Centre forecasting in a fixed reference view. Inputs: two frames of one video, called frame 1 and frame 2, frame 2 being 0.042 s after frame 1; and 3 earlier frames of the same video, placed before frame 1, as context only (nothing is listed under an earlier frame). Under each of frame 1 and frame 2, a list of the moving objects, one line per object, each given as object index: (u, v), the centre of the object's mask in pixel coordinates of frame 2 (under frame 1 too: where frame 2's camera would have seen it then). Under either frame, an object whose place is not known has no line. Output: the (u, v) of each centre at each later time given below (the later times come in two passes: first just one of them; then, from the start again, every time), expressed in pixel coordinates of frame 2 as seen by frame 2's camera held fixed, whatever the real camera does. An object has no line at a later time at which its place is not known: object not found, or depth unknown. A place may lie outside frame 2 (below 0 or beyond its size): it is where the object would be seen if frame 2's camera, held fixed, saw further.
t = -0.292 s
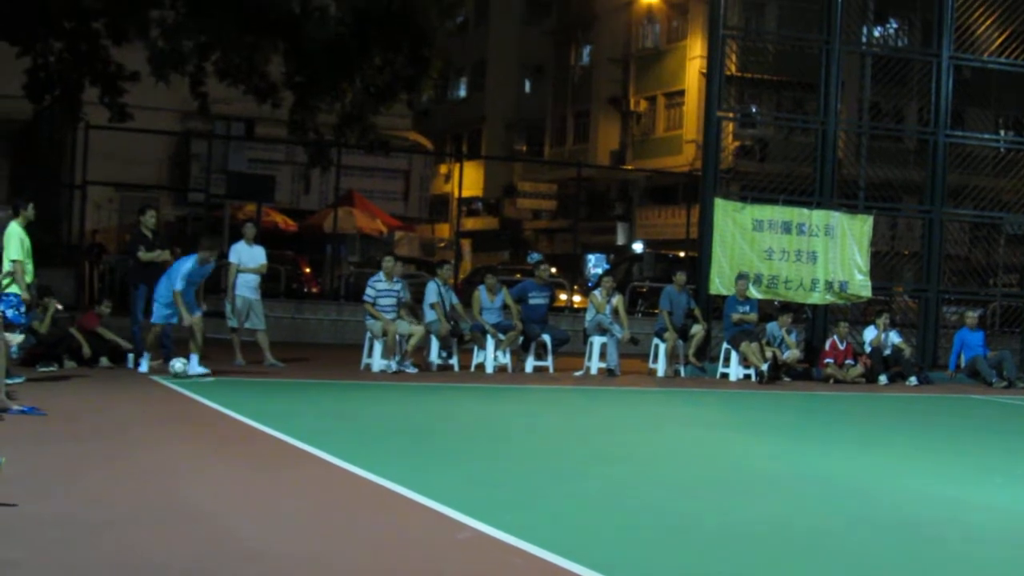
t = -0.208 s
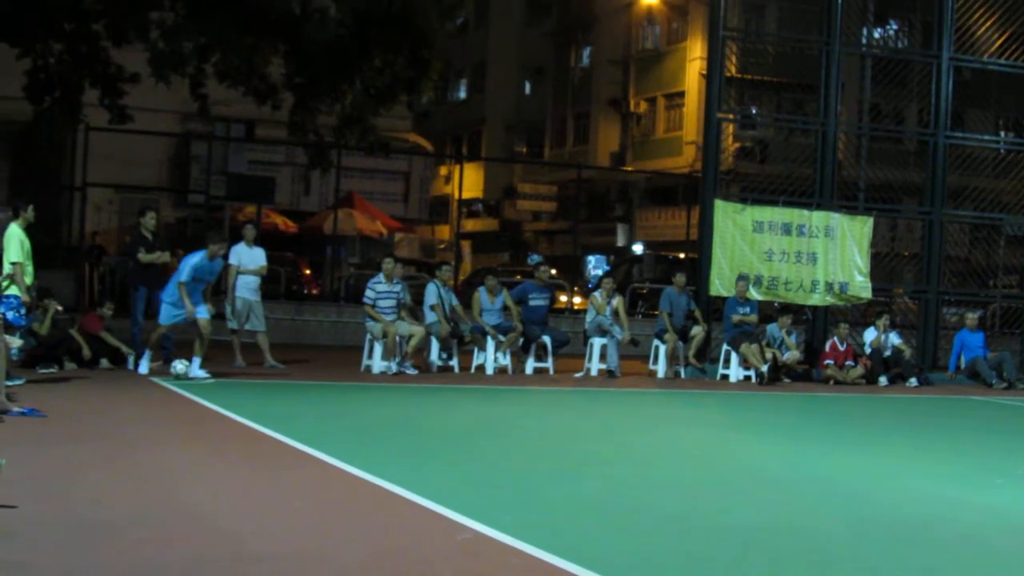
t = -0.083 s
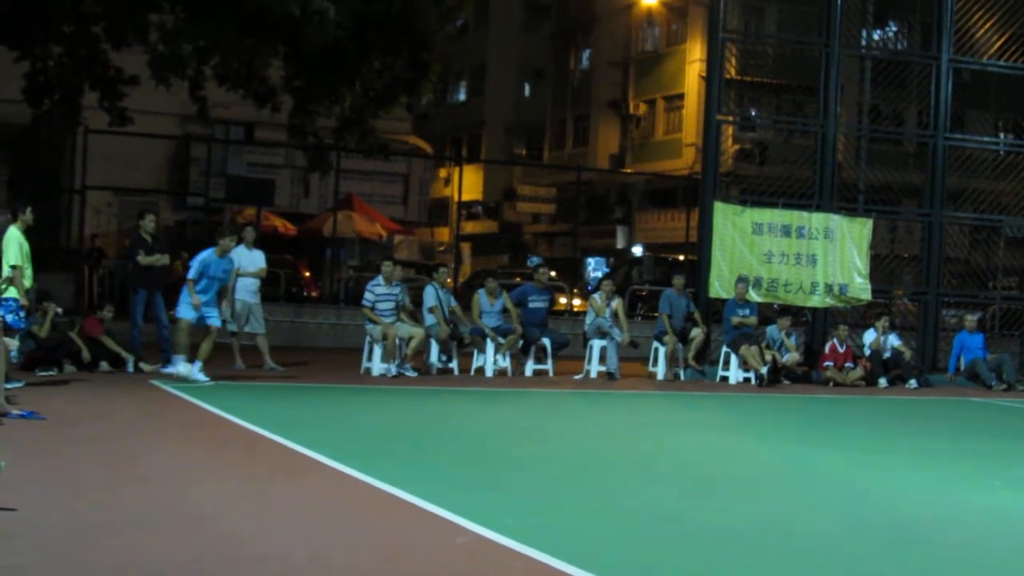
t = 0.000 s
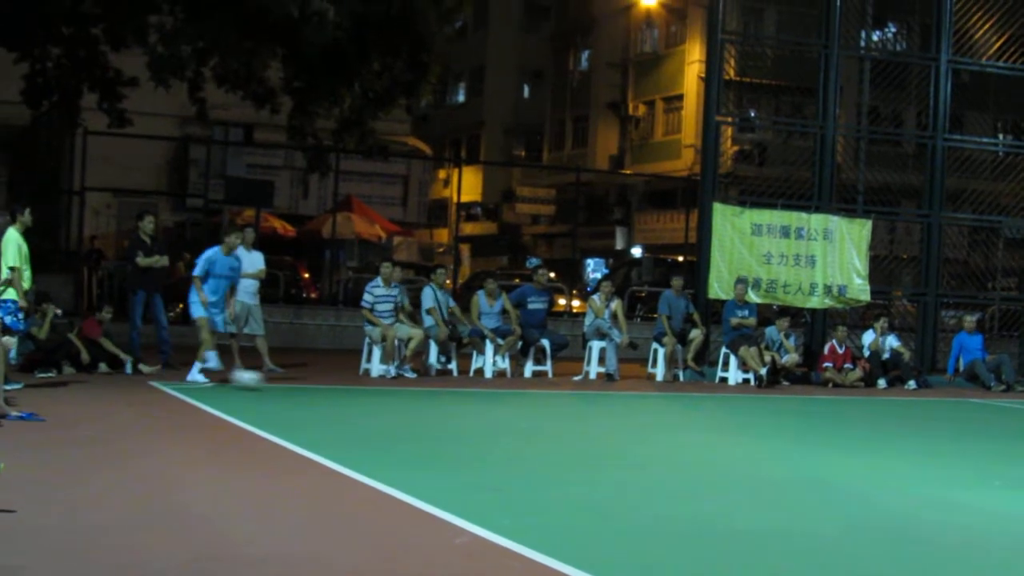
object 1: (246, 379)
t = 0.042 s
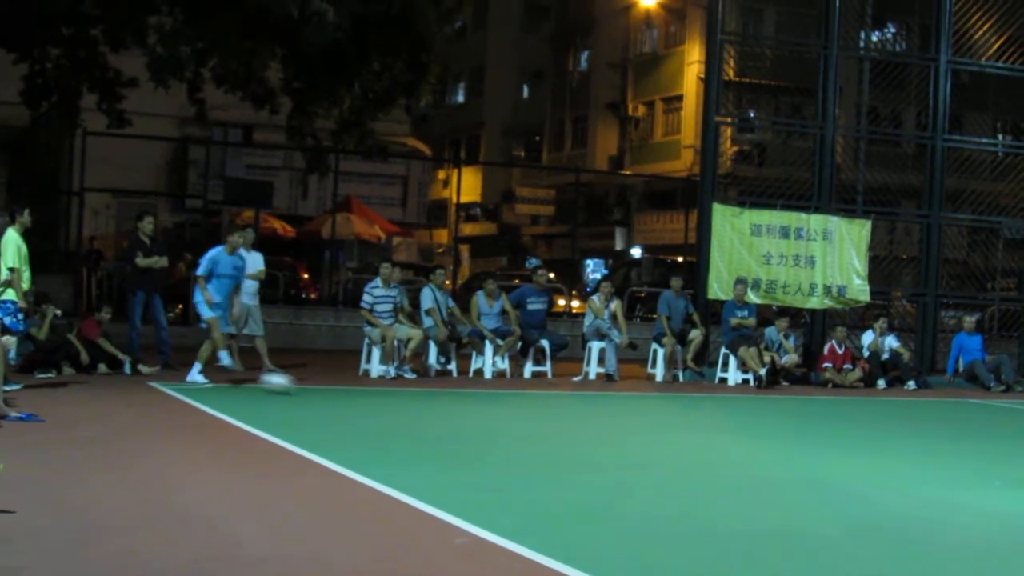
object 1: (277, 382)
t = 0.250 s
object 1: (427, 397)
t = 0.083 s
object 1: (308, 385)
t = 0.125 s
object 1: (339, 388)
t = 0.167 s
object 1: (369, 391)
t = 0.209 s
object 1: (398, 394)
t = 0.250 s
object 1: (427, 397)
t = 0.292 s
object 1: (455, 400)
